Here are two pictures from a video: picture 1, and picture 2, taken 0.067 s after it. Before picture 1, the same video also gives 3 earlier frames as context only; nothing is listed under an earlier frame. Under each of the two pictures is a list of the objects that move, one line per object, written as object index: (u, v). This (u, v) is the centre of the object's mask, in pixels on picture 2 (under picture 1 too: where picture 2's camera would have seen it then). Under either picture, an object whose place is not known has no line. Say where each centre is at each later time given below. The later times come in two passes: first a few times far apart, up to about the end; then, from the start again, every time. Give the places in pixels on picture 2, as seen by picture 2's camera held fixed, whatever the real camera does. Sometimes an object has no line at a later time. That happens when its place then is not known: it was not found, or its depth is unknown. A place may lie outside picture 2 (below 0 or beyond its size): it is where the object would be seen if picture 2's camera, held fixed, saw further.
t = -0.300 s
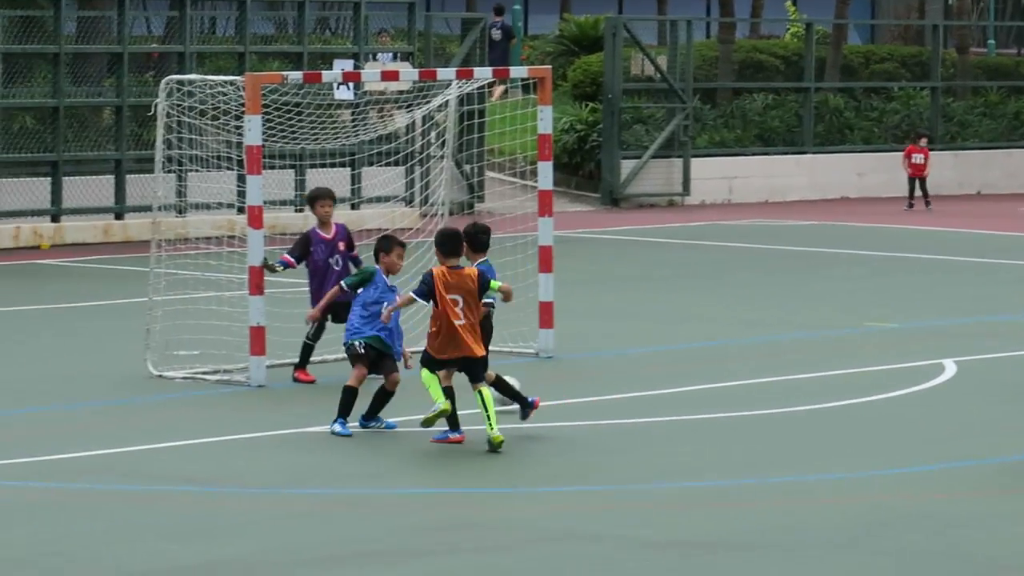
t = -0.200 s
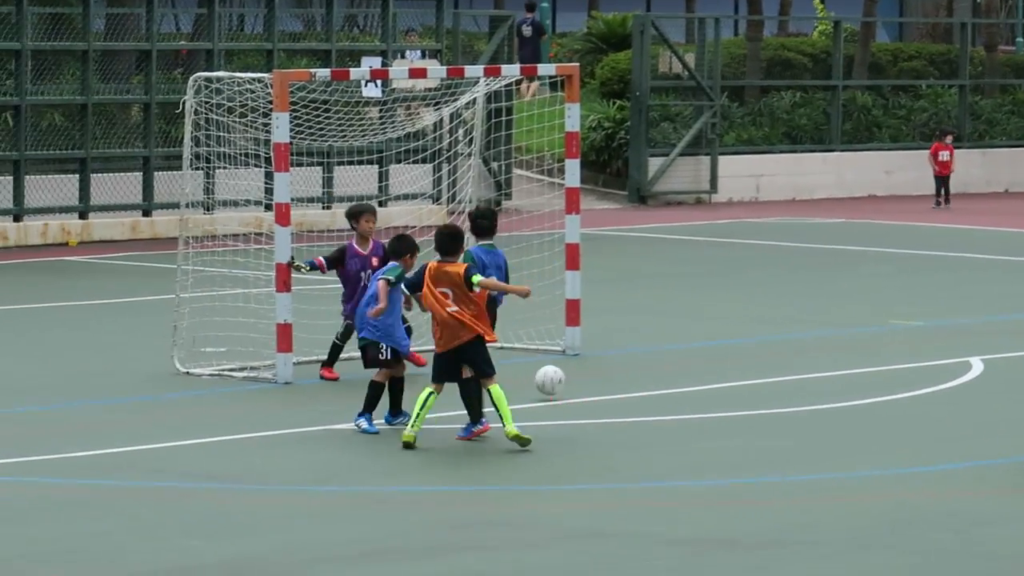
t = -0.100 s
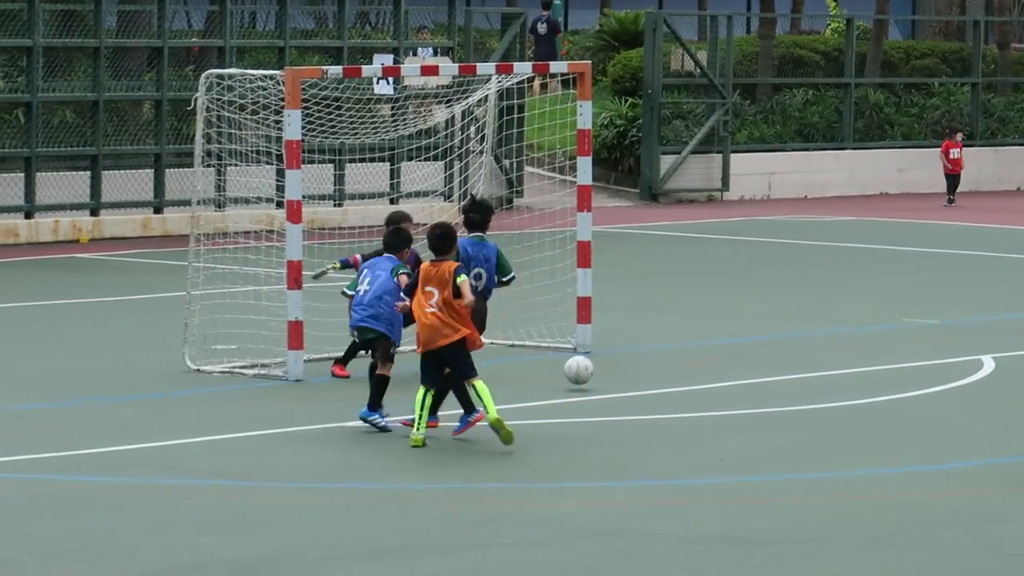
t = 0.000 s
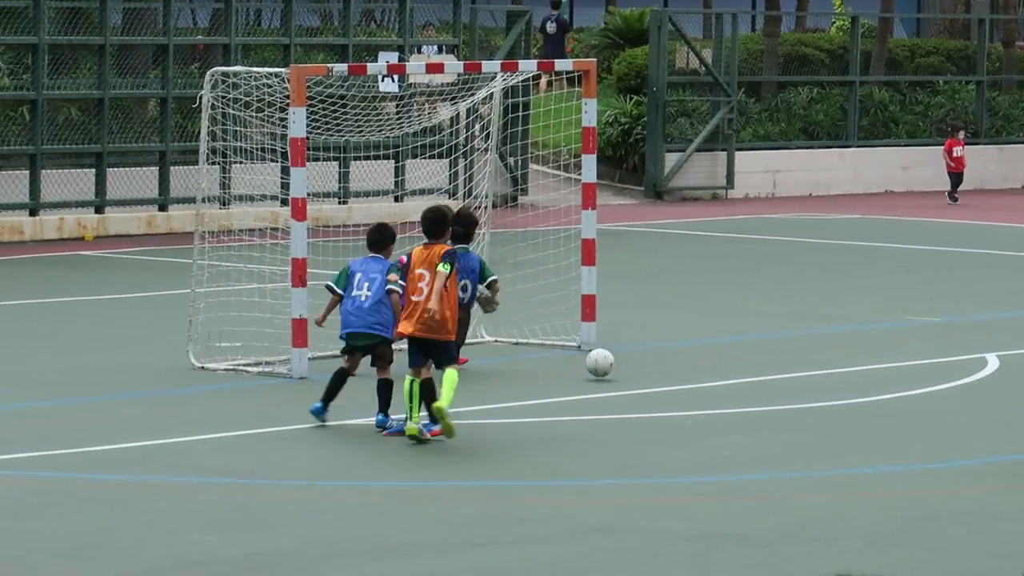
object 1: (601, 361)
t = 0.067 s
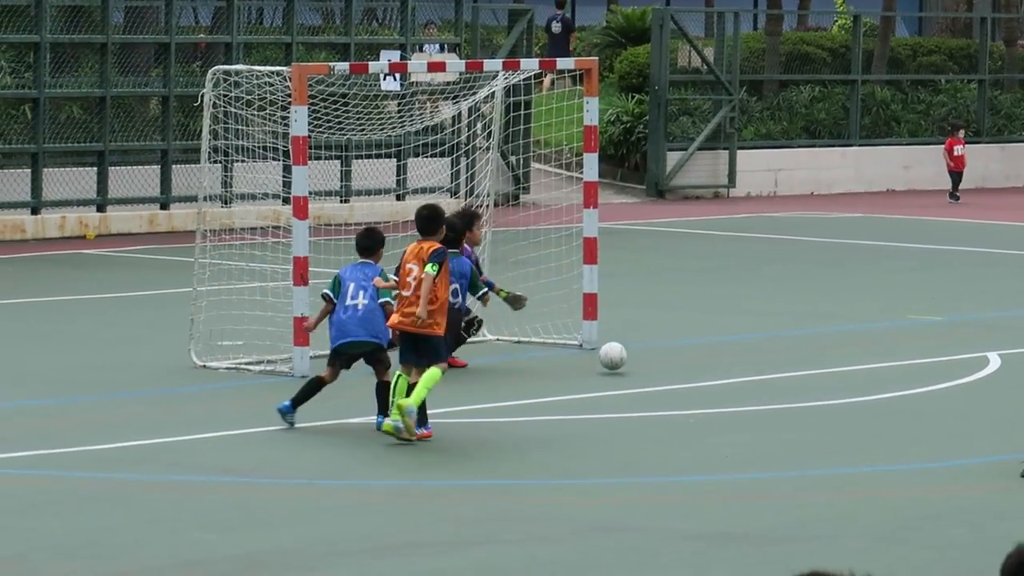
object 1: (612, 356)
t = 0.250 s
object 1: (641, 343)
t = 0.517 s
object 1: (681, 329)
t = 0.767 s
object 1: (715, 316)
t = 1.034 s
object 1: (749, 303)
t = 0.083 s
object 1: (615, 353)
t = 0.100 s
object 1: (618, 351)
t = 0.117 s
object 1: (620, 350)
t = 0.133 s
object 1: (623, 349)
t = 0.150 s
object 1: (626, 349)
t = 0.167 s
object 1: (628, 349)
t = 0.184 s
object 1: (631, 349)
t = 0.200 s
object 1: (633, 349)
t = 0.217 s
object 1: (636, 347)
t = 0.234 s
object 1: (639, 345)
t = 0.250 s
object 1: (641, 343)
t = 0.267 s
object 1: (643, 342)
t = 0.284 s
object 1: (646, 341)
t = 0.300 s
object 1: (648, 340)
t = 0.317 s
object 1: (651, 340)
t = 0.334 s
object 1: (653, 340)
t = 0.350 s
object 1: (656, 339)
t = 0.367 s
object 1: (659, 337)
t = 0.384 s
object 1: (661, 335)
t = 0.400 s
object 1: (664, 334)
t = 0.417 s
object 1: (666, 333)
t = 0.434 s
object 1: (669, 332)
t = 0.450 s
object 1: (671, 333)
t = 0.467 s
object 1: (673, 333)
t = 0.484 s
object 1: (676, 331)
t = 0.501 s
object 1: (678, 330)
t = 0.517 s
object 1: (681, 329)
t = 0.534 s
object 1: (683, 329)
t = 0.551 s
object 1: (685, 328)
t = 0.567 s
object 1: (688, 327)
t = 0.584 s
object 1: (690, 325)
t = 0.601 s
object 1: (693, 325)
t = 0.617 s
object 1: (695, 325)
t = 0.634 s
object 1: (697, 324)
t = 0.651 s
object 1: (699, 323)
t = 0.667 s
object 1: (702, 322)
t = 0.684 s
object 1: (704, 321)
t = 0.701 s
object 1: (707, 320)
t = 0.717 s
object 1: (709, 319)
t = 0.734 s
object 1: (711, 318)
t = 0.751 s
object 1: (713, 317)
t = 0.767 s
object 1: (715, 316)
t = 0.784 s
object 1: (717, 315)
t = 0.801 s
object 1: (719, 314)
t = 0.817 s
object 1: (722, 314)
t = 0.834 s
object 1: (724, 313)
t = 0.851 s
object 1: (726, 312)
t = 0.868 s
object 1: (728, 312)
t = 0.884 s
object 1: (730, 311)
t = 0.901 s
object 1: (732, 310)
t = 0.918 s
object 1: (735, 309)
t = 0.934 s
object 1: (737, 308)
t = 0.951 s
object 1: (739, 307)
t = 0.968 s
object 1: (741, 307)
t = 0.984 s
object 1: (742, 306)
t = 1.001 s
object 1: (745, 305)
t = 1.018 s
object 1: (747, 304)
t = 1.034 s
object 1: (749, 303)
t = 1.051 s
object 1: (751, 303)
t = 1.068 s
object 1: (753, 303)
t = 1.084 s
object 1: (755, 302)
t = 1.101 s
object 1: (756, 300)
